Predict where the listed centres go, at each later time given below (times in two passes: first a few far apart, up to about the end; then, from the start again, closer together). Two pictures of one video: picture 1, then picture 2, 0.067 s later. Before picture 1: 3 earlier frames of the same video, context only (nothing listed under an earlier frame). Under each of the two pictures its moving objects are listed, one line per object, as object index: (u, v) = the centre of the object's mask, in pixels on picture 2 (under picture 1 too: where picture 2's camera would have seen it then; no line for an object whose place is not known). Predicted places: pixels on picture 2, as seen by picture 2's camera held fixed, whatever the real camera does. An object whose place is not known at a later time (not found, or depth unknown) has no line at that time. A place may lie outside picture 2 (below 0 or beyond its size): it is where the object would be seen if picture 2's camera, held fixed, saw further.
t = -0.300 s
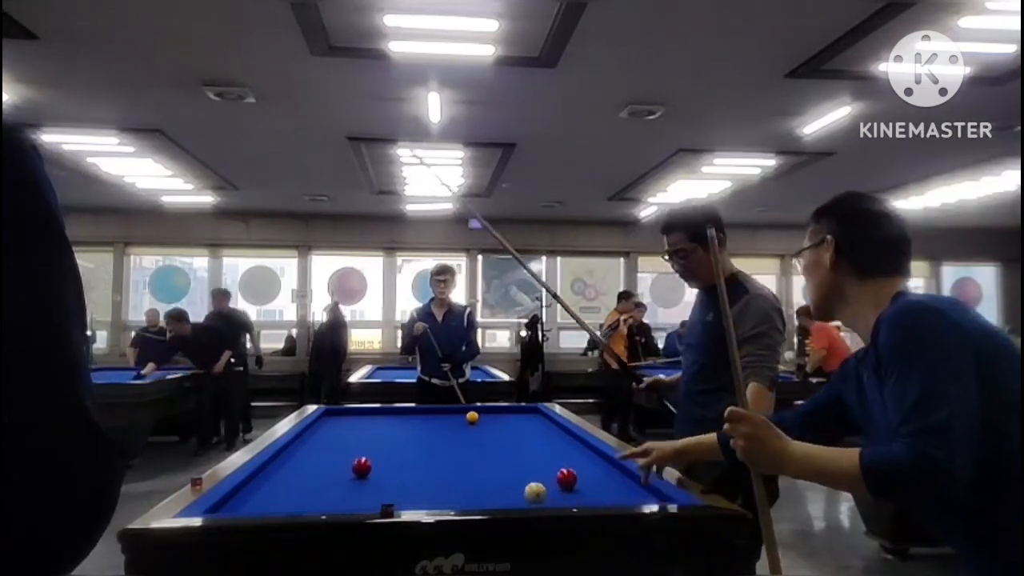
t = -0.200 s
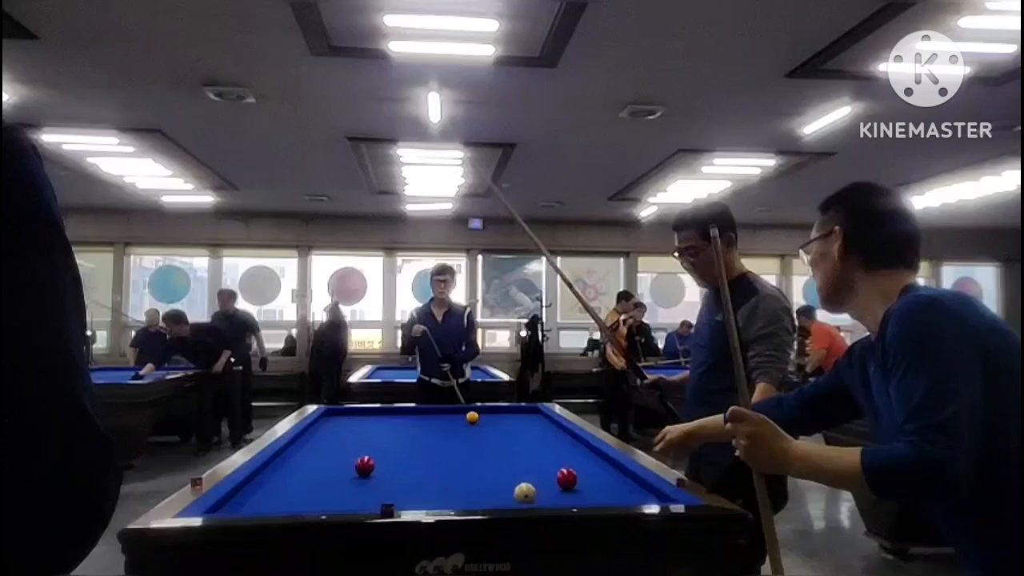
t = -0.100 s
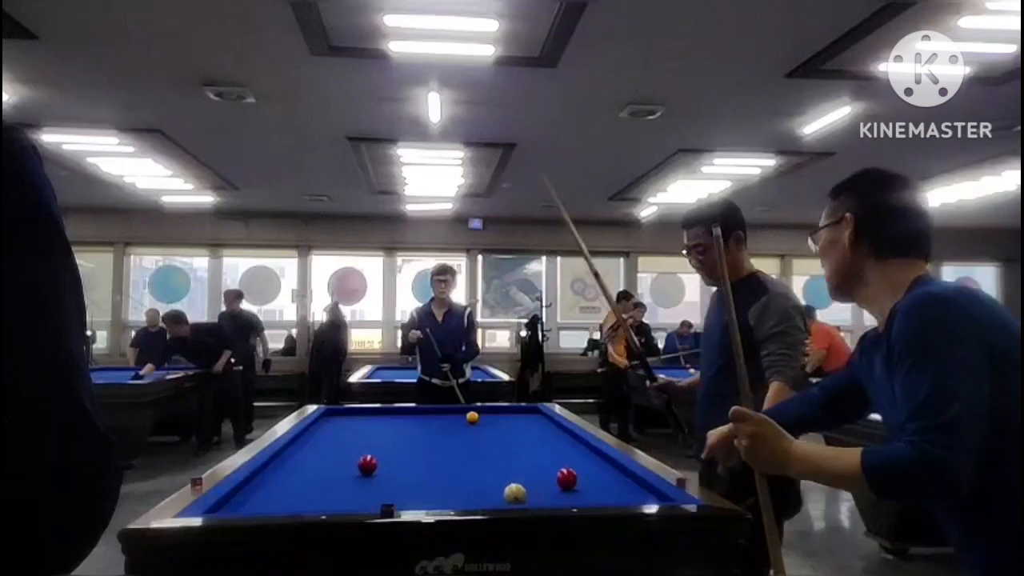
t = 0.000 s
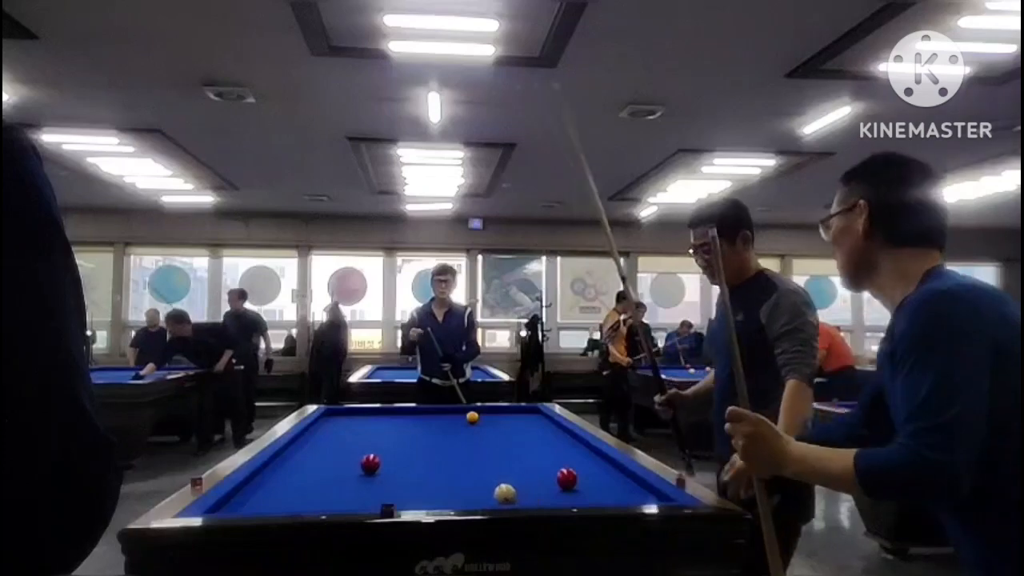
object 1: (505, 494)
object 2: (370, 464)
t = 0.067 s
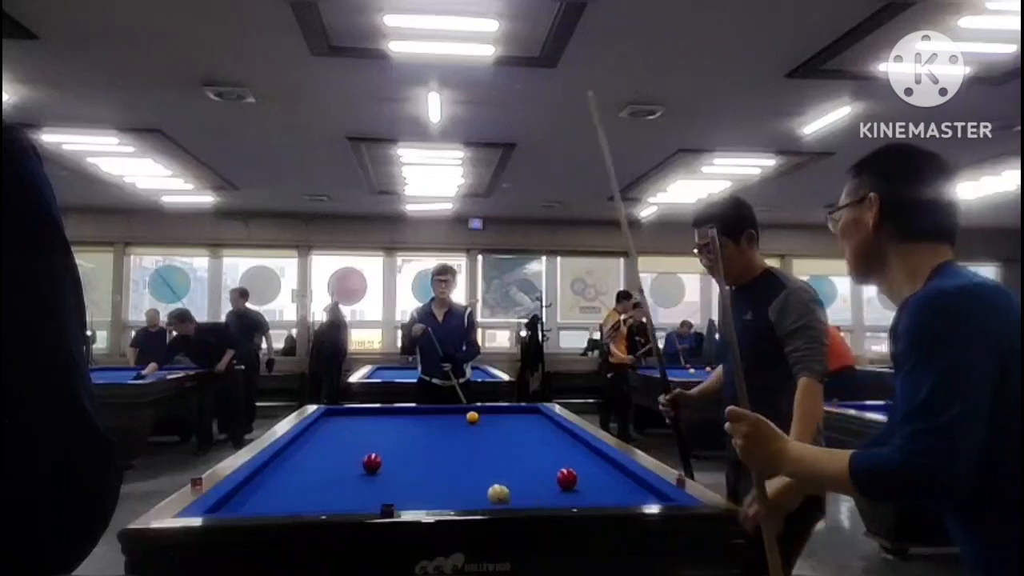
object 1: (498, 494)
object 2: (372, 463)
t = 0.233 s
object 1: (482, 495)
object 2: (375, 462)
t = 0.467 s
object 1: (459, 496)
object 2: (381, 460)
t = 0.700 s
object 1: (437, 497)
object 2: (385, 457)
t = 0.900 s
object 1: (418, 498)
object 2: (388, 456)
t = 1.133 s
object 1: (397, 498)
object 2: (392, 454)
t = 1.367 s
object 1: (375, 499)
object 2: (396, 453)
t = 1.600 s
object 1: (355, 501)
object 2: (399, 451)
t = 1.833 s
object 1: (335, 502)
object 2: (401, 450)
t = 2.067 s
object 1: (316, 503)
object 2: (404, 449)
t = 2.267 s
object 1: (300, 504)
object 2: (406, 448)
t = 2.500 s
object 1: (281, 505)
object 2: (408, 448)
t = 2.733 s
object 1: (263, 505)
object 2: (410, 447)
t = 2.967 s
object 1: (247, 506)
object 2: (411, 446)
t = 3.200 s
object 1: (230, 507)
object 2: (413, 446)
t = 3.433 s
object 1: (218, 508)
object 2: (413, 445)
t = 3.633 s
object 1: (226, 508)
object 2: (414, 445)
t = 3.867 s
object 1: (233, 507)
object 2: (414, 444)
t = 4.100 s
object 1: (239, 507)
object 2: (415, 444)
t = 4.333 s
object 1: (245, 507)
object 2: (415, 444)
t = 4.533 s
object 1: (249, 506)
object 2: (415, 444)
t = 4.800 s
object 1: (253, 506)
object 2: (415, 444)
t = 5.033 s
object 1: (255, 506)
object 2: (415, 444)
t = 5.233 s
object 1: (257, 506)
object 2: (415, 444)
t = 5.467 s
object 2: (415, 444)
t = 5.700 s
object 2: (415, 444)
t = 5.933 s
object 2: (415, 444)
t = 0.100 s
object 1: (495, 494)
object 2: (372, 463)
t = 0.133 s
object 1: (492, 494)
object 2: (373, 463)
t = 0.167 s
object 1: (488, 494)
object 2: (374, 462)
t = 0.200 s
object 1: (485, 494)
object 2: (375, 462)
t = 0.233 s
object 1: (482, 495)
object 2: (375, 462)
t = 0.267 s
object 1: (479, 494)
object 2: (376, 461)
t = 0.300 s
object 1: (475, 495)
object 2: (377, 461)
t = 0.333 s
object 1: (472, 495)
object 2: (378, 461)
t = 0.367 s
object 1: (469, 495)
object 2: (379, 460)
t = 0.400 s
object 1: (466, 495)
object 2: (379, 460)
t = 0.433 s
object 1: (462, 495)
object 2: (380, 460)
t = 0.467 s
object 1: (459, 496)
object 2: (381, 460)
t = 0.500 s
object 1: (456, 496)
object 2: (381, 459)
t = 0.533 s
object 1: (453, 496)
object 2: (382, 459)
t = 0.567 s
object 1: (450, 496)
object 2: (383, 458)
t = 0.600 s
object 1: (446, 496)
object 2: (383, 458)
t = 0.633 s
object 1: (444, 497)
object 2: (384, 458)
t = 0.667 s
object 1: (440, 497)
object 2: (385, 458)
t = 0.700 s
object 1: (437, 497)
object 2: (385, 457)
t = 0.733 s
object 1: (434, 497)
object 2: (386, 457)
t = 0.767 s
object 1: (431, 497)
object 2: (386, 457)
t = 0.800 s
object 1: (428, 497)
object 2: (387, 457)
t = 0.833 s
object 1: (424, 497)
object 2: (387, 457)
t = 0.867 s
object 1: (422, 498)
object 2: (388, 456)
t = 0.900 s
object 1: (418, 498)
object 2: (388, 456)
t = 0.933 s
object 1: (415, 498)
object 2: (389, 455)
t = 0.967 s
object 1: (412, 498)
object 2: (390, 455)
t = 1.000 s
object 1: (409, 498)
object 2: (390, 455)
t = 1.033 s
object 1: (406, 499)
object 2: (391, 455)
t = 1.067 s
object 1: (403, 498)
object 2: (391, 455)
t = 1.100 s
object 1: (400, 498)
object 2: (392, 454)
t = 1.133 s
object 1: (397, 498)
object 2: (392, 454)
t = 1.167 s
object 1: (394, 498)
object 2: (393, 454)
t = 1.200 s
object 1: (390, 498)
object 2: (393, 454)
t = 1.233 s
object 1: (387, 498)
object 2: (394, 454)
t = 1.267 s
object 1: (384, 499)
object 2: (394, 453)
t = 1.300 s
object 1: (381, 499)
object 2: (395, 453)
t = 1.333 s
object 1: (378, 499)
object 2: (395, 453)
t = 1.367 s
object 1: (375, 499)
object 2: (396, 453)
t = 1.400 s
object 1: (372, 500)
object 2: (396, 453)
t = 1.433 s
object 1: (369, 500)
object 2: (396, 452)
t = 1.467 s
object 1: (367, 500)
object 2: (397, 452)
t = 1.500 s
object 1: (363, 500)
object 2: (398, 452)
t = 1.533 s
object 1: (360, 501)
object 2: (398, 452)
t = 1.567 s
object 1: (358, 501)
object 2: (398, 452)
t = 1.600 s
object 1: (355, 501)
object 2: (399, 451)
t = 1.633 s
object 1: (352, 501)
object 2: (399, 451)
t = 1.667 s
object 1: (349, 501)
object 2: (399, 451)
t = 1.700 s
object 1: (346, 501)
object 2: (400, 451)
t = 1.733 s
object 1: (343, 501)
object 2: (400, 451)
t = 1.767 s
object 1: (341, 502)
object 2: (401, 451)
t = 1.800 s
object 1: (338, 502)
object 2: (401, 451)
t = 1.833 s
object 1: (335, 502)
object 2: (401, 450)
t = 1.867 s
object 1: (332, 502)
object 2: (402, 450)
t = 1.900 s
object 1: (330, 502)
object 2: (403, 450)
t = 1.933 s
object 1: (327, 502)
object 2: (403, 450)
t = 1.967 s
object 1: (324, 503)
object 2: (403, 450)
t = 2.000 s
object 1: (321, 503)
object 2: (403, 450)
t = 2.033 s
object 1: (318, 503)
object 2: (404, 449)
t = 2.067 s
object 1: (316, 503)
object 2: (404, 449)
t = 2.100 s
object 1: (313, 503)
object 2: (405, 449)
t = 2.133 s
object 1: (310, 503)
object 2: (405, 449)
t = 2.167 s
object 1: (308, 503)
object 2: (405, 449)
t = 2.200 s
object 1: (305, 504)
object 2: (406, 449)
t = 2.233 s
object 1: (302, 504)
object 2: (406, 449)
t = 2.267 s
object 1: (300, 504)
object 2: (406, 448)
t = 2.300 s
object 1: (297, 504)
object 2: (407, 449)
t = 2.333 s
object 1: (294, 504)
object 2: (407, 448)
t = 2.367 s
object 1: (292, 504)
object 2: (407, 448)
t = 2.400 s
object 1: (289, 504)
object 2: (407, 448)
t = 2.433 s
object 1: (286, 504)
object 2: (408, 448)
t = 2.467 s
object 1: (284, 505)
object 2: (408, 448)
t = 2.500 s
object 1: (281, 505)
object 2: (408, 448)
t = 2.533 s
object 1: (279, 505)
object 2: (408, 448)
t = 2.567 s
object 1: (276, 505)
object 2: (409, 448)
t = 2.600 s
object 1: (273, 505)
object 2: (409, 447)
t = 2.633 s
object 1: (271, 505)
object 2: (409, 447)
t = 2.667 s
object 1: (269, 505)
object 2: (409, 447)
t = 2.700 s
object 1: (266, 505)
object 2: (410, 447)
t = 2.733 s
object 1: (263, 505)
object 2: (410, 447)
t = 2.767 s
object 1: (261, 506)
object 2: (410, 447)
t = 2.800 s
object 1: (258, 506)
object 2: (410, 447)
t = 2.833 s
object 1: (256, 506)
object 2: (411, 446)
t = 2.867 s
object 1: (253, 506)
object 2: (411, 446)
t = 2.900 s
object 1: (251, 506)
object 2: (411, 446)
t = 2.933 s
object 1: (249, 506)
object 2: (411, 446)
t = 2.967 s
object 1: (247, 506)
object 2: (411, 446)
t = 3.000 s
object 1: (244, 507)
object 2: (412, 446)
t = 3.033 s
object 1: (242, 507)
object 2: (412, 446)
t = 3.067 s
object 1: (239, 507)
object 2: (412, 446)
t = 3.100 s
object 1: (237, 507)
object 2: (412, 446)
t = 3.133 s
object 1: (234, 507)
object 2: (412, 446)
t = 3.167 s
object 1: (232, 507)
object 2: (412, 446)
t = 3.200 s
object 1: (230, 507)
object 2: (413, 446)
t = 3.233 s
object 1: (228, 507)
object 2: (412, 446)
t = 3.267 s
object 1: (226, 508)
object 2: (413, 446)
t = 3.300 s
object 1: (223, 508)
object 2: (413, 446)
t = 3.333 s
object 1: (221, 508)
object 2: (413, 445)
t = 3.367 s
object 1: (219, 508)
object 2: (413, 445)
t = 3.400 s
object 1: (217, 508)
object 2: (413, 445)
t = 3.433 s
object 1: (218, 508)
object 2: (413, 445)
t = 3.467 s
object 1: (219, 508)
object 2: (413, 445)
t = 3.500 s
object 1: (221, 508)
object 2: (414, 445)
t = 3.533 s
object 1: (222, 508)
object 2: (414, 445)
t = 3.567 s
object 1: (223, 508)
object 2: (414, 445)
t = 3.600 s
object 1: (224, 508)
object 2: (414, 445)
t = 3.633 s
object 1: (226, 508)
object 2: (414, 445)
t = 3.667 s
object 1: (226, 508)
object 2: (414, 445)
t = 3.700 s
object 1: (228, 507)
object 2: (414, 445)
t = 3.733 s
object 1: (229, 507)
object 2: (414, 445)
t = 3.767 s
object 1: (230, 507)
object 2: (414, 444)
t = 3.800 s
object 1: (231, 507)
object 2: (414, 444)
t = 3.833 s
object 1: (232, 507)
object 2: (414, 444)
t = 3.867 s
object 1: (233, 507)
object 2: (414, 444)
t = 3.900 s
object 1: (234, 507)
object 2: (414, 444)
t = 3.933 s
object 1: (235, 507)
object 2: (414, 444)
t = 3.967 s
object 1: (235, 507)
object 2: (414, 444)
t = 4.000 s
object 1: (237, 507)
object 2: (415, 444)
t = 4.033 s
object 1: (238, 507)
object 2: (415, 444)
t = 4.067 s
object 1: (239, 507)
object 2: (415, 444)
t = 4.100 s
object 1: (239, 507)
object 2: (415, 444)
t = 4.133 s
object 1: (240, 507)
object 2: (415, 444)
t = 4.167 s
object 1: (241, 507)
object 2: (415, 444)
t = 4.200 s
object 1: (242, 507)
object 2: (415, 444)
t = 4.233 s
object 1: (243, 507)
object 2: (415, 444)
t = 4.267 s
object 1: (243, 507)
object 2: (415, 444)
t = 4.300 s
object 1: (244, 506)
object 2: (415, 444)
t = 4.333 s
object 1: (245, 507)
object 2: (415, 444)
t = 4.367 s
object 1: (246, 506)
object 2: (415, 444)
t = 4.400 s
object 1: (246, 506)
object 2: (415, 444)
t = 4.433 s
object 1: (247, 506)
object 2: (415, 444)
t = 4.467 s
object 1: (248, 506)
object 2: (415, 444)
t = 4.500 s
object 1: (249, 506)
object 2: (415, 444)
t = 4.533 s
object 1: (249, 506)
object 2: (415, 444)
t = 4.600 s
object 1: (250, 506)
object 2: (416, 444)
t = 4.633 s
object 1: (250, 506)
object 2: (416, 444)
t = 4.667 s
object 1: (251, 506)
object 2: (415, 444)
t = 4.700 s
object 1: (251, 506)
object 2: (415, 444)
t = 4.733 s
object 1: (252, 506)
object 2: (415, 444)
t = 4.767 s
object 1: (252, 506)
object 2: (415, 444)
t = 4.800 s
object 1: (253, 506)
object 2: (415, 444)
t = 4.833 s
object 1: (253, 506)
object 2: (415, 444)
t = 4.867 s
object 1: (253, 506)
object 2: (415, 444)
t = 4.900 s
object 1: (254, 506)
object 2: (415, 444)
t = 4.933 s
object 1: (254, 506)
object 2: (415, 444)
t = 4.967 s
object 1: (255, 506)
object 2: (415, 444)
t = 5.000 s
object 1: (255, 506)
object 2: (415, 444)
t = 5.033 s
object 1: (255, 506)
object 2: (415, 444)
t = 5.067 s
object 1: (255, 506)
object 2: (415, 444)
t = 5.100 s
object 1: (256, 506)
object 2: (415, 444)
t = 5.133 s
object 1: (256, 506)
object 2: (415, 444)
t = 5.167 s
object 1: (256, 506)
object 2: (415, 444)
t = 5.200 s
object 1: (257, 506)
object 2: (415, 444)
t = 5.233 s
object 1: (257, 506)
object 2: (415, 444)
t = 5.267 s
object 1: (257, 506)
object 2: (415, 444)
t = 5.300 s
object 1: (257, 506)
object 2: (415, 444)
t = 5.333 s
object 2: (415, 444)
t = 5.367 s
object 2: (415, 444)
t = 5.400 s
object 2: (415, 444)
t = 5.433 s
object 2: (415, 444)
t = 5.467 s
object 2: (415, 444)
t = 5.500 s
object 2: (415, 444)
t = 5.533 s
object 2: (415, 444)
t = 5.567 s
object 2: (415, 444)
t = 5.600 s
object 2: (415, 444)
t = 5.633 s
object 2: (415, 444)
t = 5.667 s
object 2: (415, 444)
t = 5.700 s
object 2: (415, 444)
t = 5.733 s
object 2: (415, 444)
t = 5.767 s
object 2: (415, 444)
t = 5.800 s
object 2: (415, 444)
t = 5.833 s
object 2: (415, 444)
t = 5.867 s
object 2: (415, 444)
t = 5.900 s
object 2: (415, 444)
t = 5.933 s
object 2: (415, 444)
